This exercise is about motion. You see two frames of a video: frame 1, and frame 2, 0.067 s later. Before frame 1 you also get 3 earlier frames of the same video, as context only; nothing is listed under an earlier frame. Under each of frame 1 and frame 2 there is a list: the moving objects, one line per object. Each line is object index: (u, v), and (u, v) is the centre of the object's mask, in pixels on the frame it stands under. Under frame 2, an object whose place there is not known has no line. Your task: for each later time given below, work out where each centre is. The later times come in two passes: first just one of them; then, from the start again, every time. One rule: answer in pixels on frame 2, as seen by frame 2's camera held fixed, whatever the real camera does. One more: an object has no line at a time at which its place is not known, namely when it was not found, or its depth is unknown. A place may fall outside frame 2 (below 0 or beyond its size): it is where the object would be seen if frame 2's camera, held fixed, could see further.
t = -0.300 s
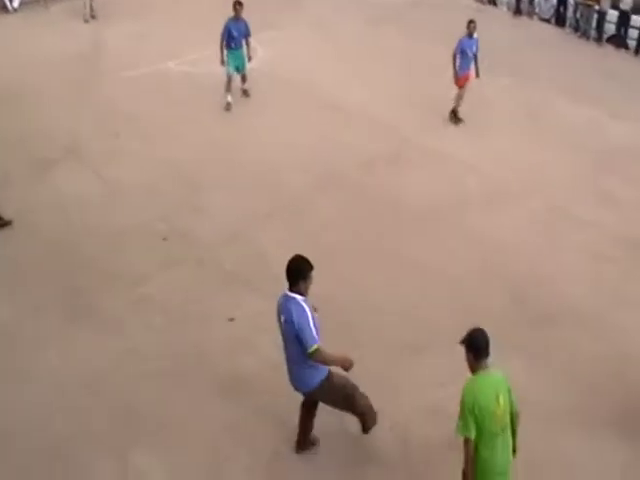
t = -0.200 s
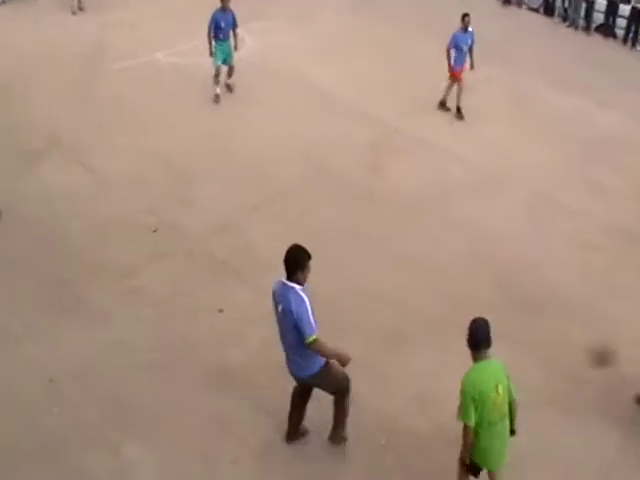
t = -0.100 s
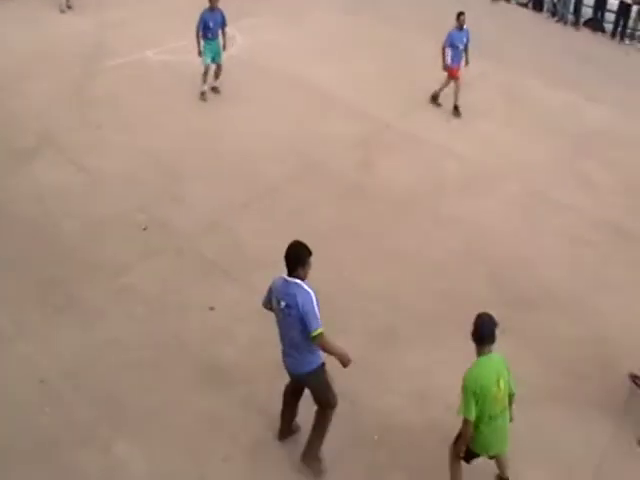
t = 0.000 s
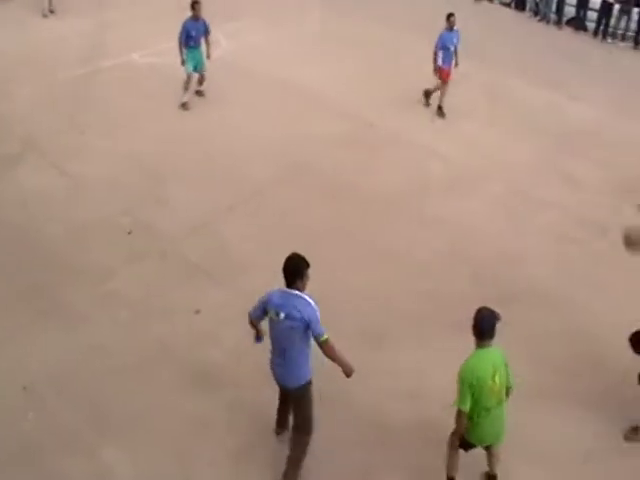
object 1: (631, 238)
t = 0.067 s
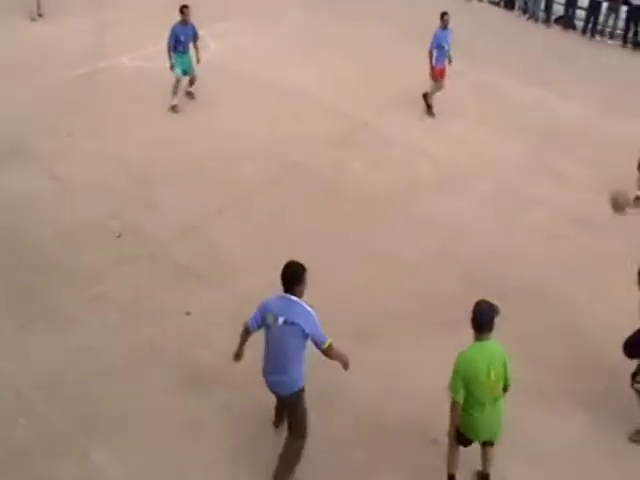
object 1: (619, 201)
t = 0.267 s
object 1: (603, 127)
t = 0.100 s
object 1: (617, 186)
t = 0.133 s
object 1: (614, 171)
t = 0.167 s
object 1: (611, 158)
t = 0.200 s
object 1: (609, 147)
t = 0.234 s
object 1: (606, 137)
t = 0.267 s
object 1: (603, 127)
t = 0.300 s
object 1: (599, 119)
